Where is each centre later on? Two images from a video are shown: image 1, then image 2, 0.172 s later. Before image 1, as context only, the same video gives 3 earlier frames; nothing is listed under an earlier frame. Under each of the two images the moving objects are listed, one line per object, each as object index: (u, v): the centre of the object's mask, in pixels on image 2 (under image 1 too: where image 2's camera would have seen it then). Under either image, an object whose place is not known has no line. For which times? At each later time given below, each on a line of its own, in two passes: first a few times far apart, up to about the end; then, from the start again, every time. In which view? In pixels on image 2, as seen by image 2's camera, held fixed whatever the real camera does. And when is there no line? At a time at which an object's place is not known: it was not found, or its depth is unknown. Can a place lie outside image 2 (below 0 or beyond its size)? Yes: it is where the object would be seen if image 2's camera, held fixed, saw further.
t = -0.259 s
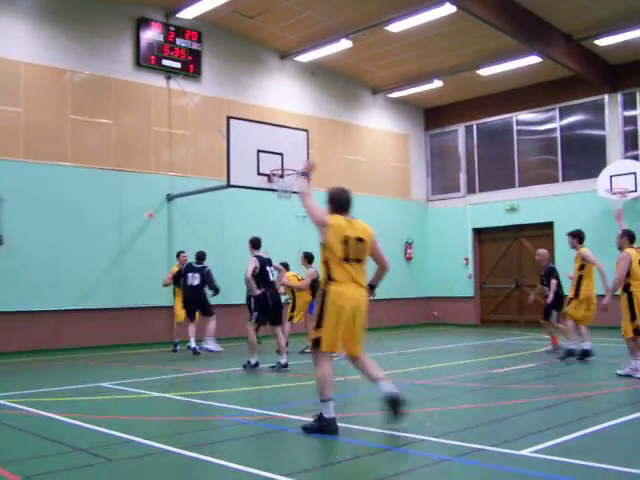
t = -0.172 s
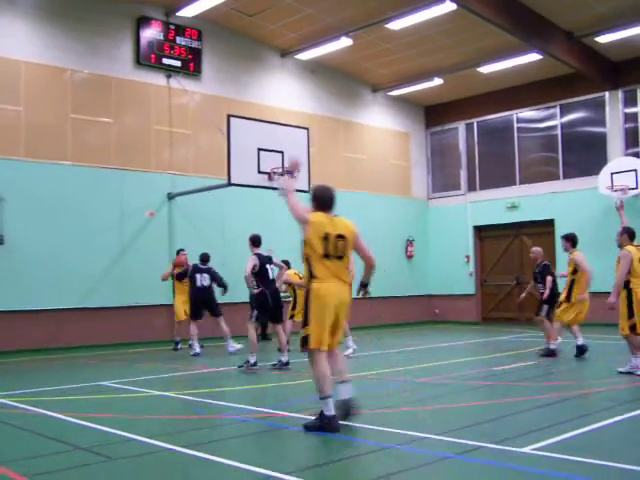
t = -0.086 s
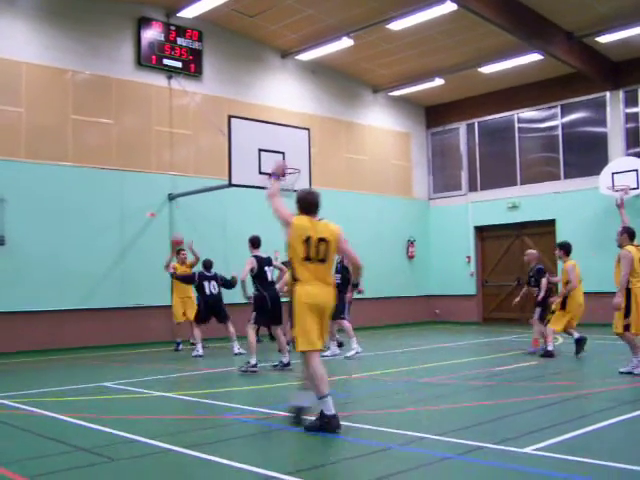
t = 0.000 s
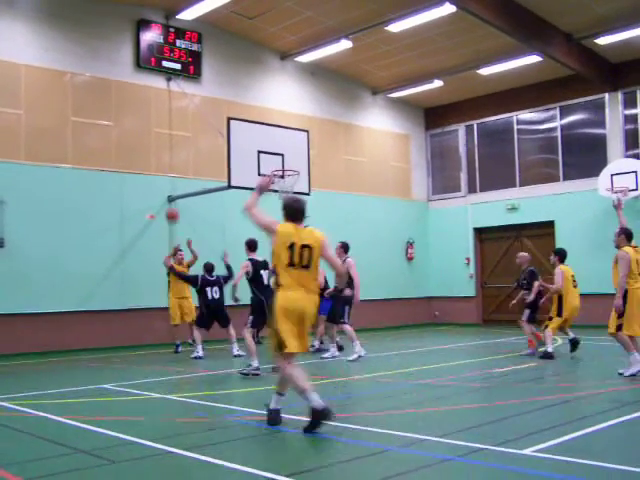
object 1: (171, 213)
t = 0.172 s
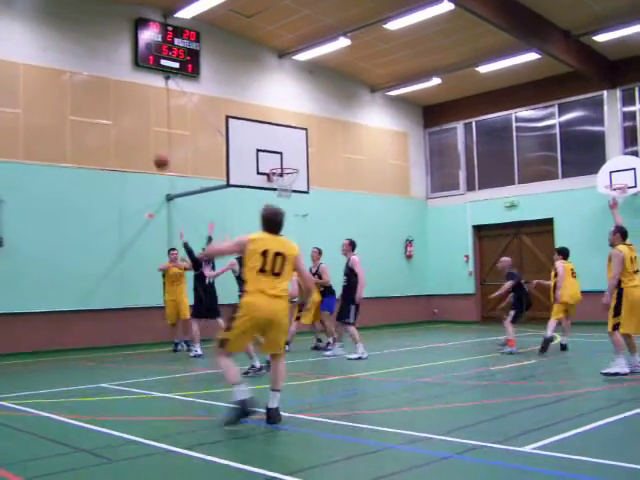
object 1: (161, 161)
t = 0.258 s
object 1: (155, 139)
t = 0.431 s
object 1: (143, 102)
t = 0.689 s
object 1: (121, 76)
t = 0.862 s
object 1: (99, 91)
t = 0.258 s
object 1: (155, 139)
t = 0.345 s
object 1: (149, 119)
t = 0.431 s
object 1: (143, 102)
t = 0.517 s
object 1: (136, 89)
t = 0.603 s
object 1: (130, 80)
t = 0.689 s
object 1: (121, 76)
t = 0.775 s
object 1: (111, 80)
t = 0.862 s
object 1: (99, 91)
